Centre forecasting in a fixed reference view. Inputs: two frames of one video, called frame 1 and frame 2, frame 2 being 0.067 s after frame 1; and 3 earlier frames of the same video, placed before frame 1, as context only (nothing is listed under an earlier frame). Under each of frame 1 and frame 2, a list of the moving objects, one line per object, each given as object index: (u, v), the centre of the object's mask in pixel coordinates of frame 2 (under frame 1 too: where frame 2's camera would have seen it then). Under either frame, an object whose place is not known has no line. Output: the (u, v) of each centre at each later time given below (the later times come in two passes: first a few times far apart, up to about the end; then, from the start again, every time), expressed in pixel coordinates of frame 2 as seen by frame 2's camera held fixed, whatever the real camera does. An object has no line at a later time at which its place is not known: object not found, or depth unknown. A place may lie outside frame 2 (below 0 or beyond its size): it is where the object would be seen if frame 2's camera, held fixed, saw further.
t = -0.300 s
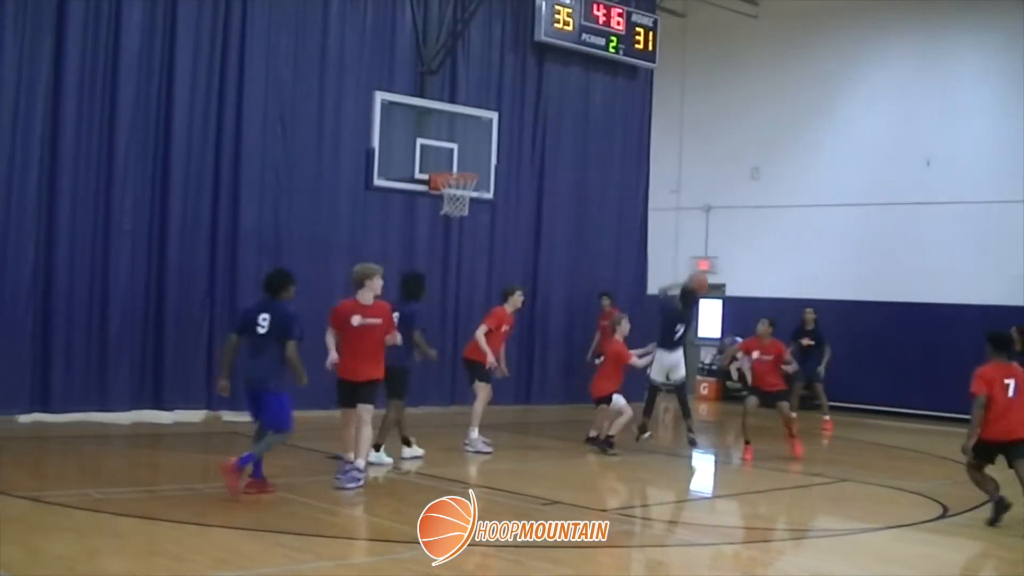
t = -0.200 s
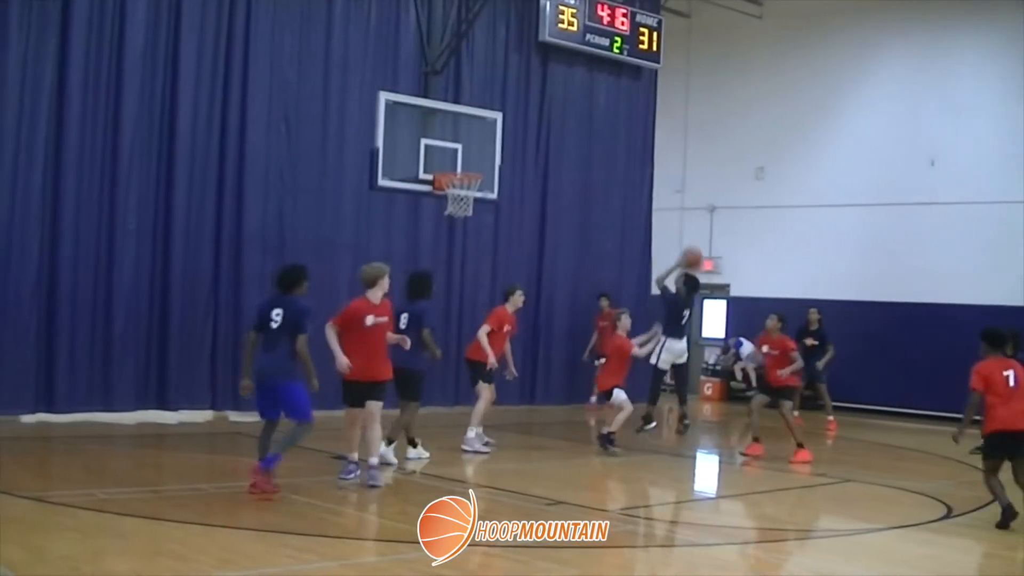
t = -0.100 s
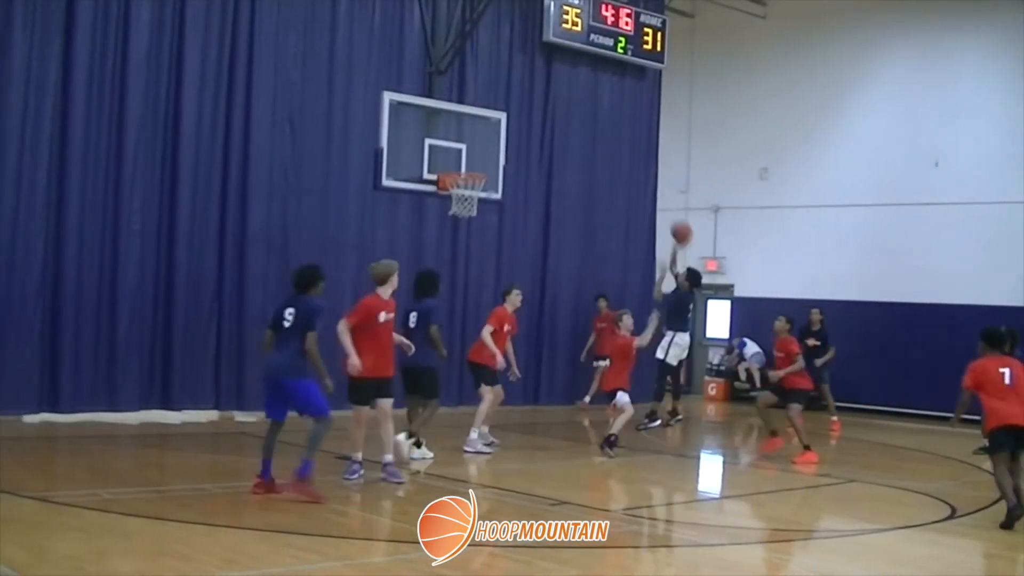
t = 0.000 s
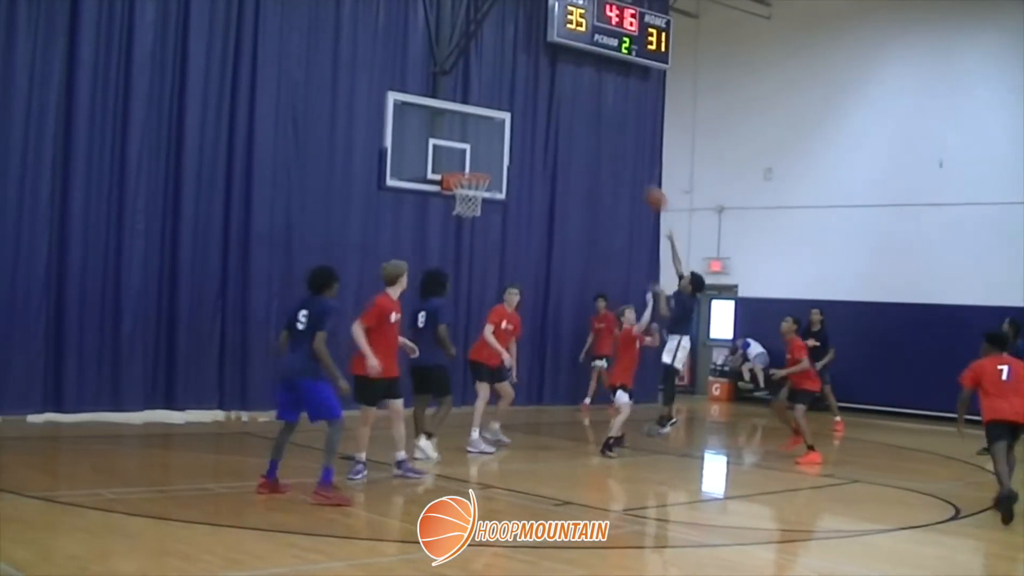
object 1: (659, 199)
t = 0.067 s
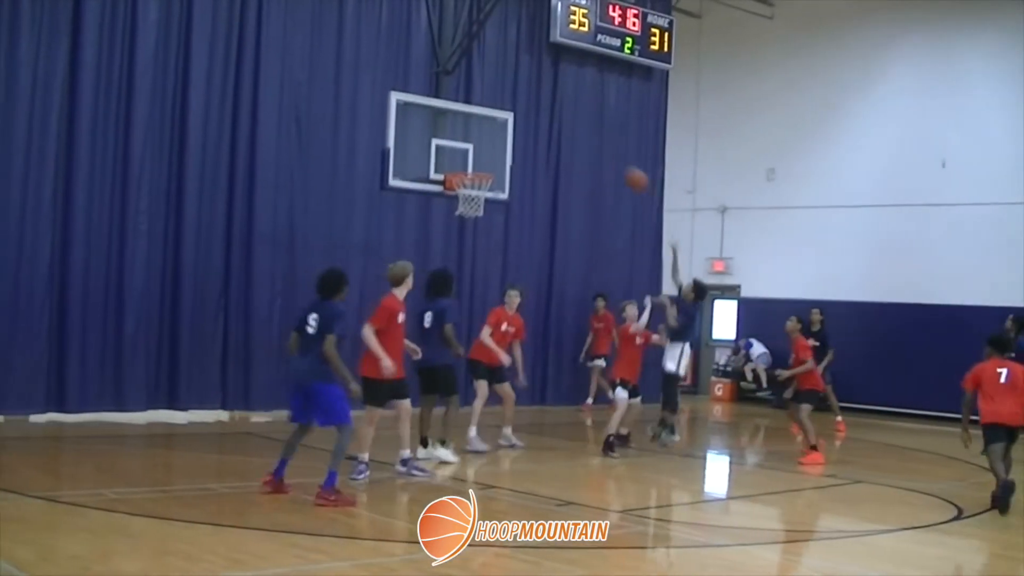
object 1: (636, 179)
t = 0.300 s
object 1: (559, 144)
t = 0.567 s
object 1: (471, 162)
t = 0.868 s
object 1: (510, 147)
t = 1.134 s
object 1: (558, 183)
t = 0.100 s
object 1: (625, 171)
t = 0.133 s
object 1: (614, 164)
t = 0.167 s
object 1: (603, 159)
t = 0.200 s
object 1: (592, 154)
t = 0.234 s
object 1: (581, 149)
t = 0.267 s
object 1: (570, 147)
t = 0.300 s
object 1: (559, 144)
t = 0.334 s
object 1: (548, 143)
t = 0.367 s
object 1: (537, 143)
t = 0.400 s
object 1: (527, 144)
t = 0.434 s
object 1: (516, 145)
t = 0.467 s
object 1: (503, 149)
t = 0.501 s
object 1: (493, 152)
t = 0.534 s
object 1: (483, 157)
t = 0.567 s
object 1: (471, 162)
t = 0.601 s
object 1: (462, 166)
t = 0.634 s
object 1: (466, 164)
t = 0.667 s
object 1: (472, 159)
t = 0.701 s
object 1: (479, 155)
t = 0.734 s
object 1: (485, 151)
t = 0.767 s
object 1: (491, 149)
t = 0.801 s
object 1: (497, 147)
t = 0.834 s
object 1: (503, 147)
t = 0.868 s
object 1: (510, 147)
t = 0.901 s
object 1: (517, 148)
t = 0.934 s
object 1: (523, 150)
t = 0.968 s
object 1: (529, 154)
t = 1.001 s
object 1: (534, 157)
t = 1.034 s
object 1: (540, 163)
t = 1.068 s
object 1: (546, 168)
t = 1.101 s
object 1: (552, 175)
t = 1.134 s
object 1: (558, 183)
